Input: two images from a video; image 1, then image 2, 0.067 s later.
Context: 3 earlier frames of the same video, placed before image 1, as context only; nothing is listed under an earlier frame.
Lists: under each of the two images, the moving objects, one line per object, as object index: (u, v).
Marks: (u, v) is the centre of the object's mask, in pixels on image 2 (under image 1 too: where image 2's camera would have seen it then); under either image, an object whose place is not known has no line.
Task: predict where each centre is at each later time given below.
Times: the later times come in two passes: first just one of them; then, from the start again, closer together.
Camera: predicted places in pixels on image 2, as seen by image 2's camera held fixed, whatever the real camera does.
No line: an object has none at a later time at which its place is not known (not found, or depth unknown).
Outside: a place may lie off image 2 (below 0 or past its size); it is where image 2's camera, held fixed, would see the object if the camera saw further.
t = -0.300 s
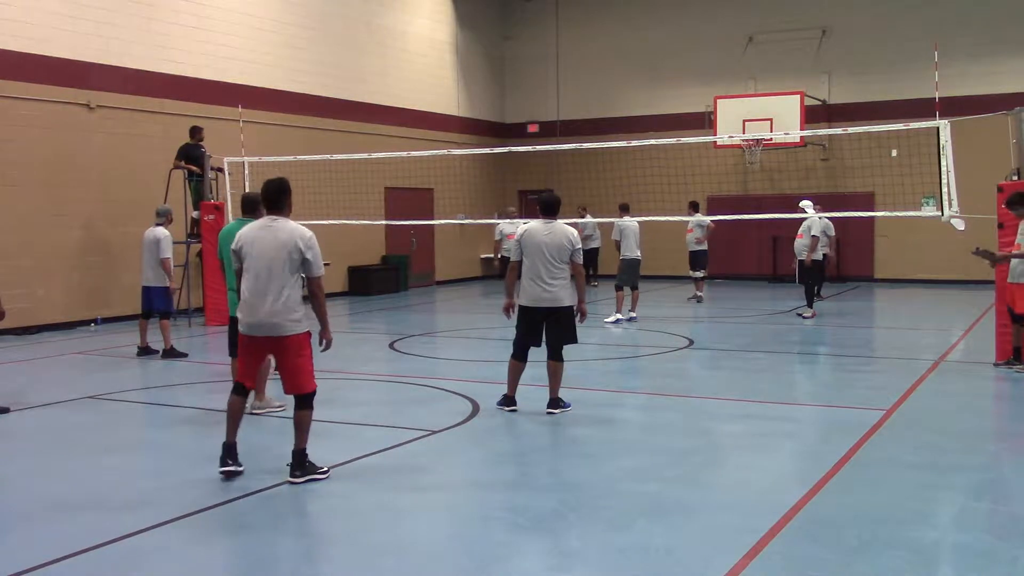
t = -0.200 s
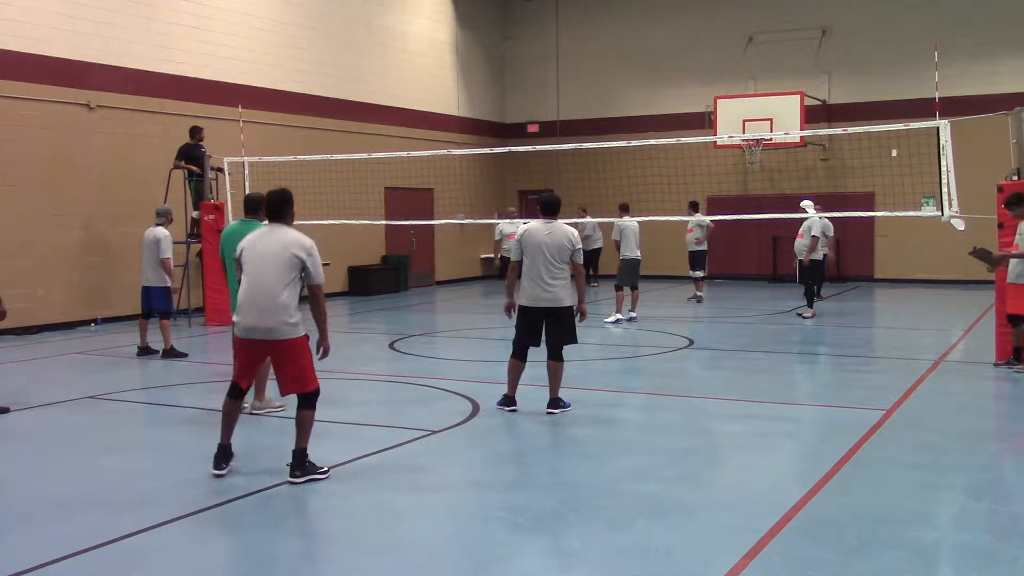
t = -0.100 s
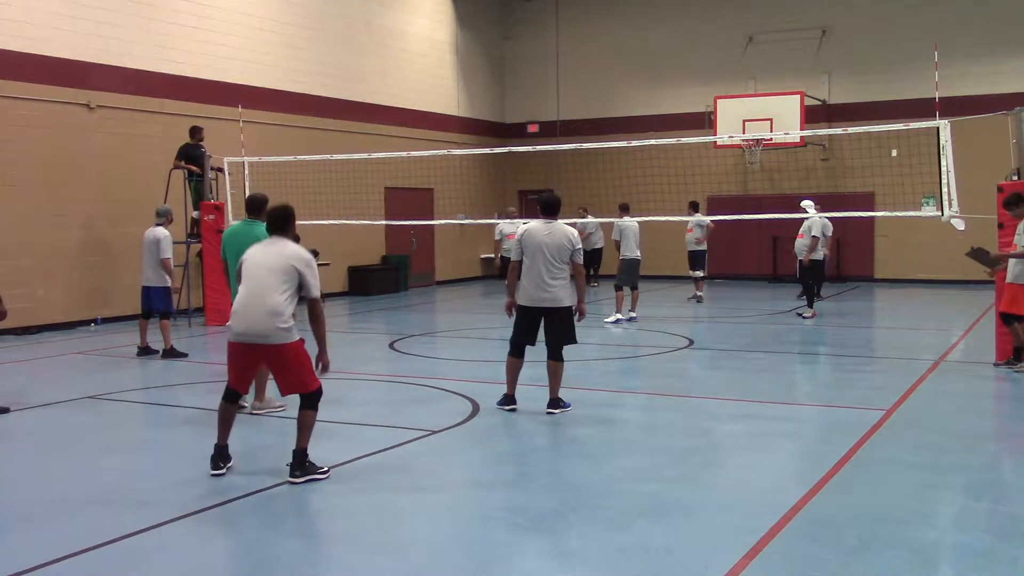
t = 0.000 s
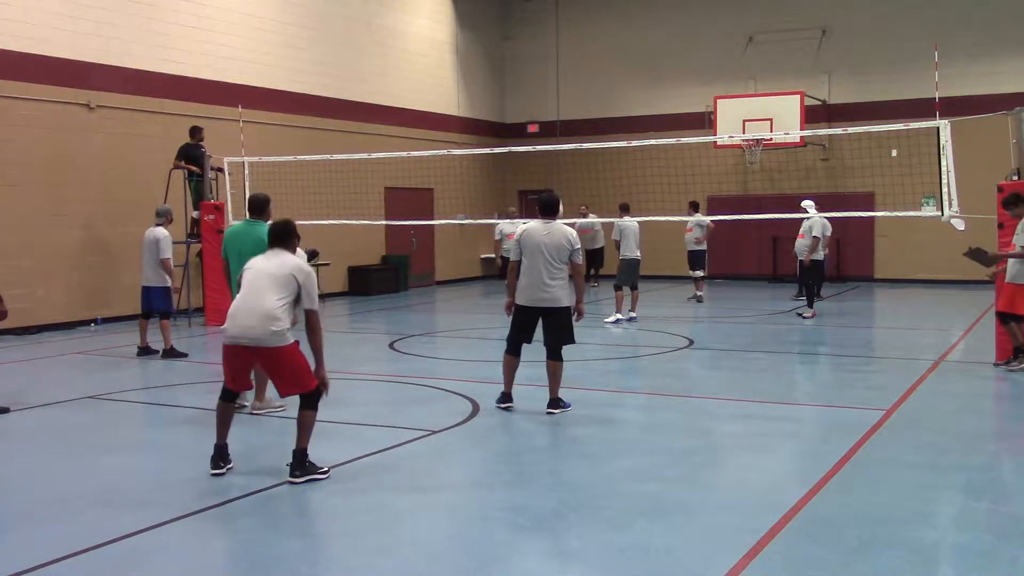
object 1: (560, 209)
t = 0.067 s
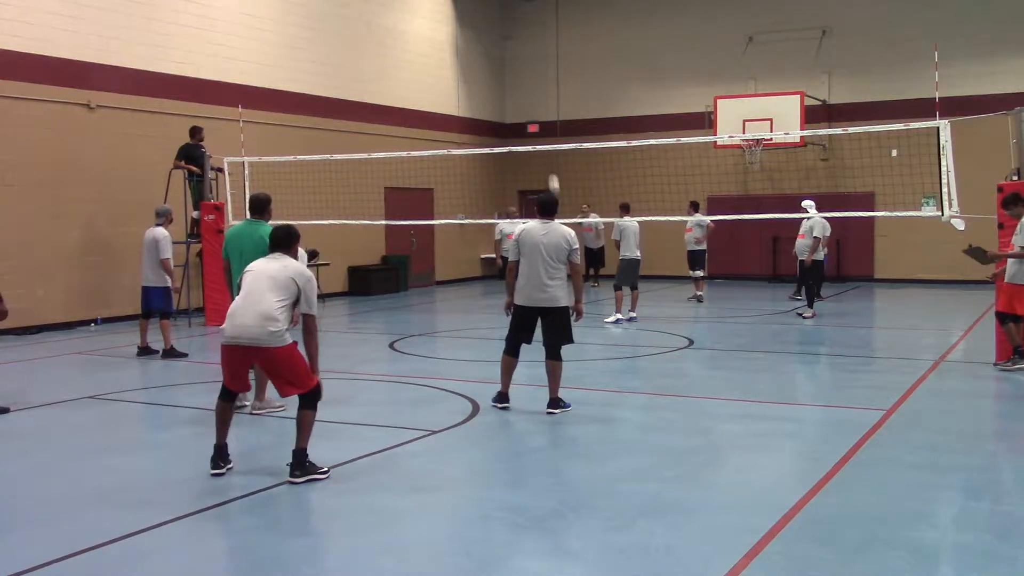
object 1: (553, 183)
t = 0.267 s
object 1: (541, 116)
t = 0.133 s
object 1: (549, 160)
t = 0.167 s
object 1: (547, 149)
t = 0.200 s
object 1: (545, 136)
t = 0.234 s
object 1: (543, 127)
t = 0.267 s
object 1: (541, 116)
